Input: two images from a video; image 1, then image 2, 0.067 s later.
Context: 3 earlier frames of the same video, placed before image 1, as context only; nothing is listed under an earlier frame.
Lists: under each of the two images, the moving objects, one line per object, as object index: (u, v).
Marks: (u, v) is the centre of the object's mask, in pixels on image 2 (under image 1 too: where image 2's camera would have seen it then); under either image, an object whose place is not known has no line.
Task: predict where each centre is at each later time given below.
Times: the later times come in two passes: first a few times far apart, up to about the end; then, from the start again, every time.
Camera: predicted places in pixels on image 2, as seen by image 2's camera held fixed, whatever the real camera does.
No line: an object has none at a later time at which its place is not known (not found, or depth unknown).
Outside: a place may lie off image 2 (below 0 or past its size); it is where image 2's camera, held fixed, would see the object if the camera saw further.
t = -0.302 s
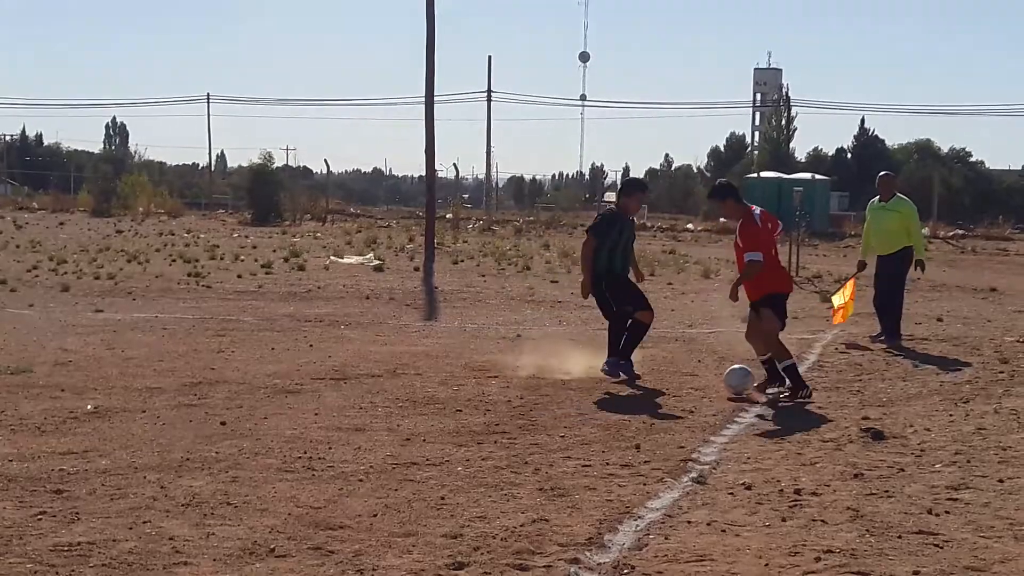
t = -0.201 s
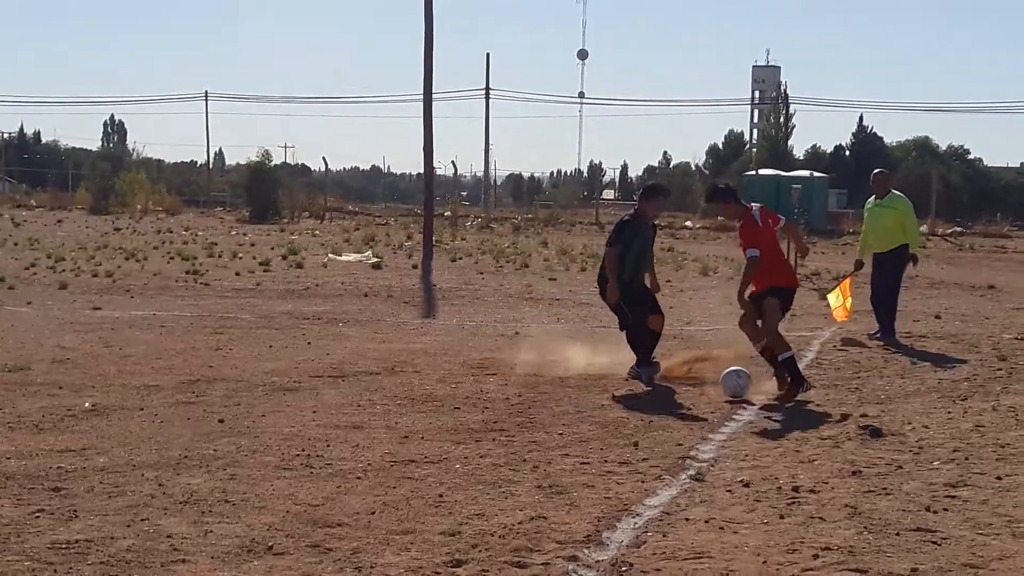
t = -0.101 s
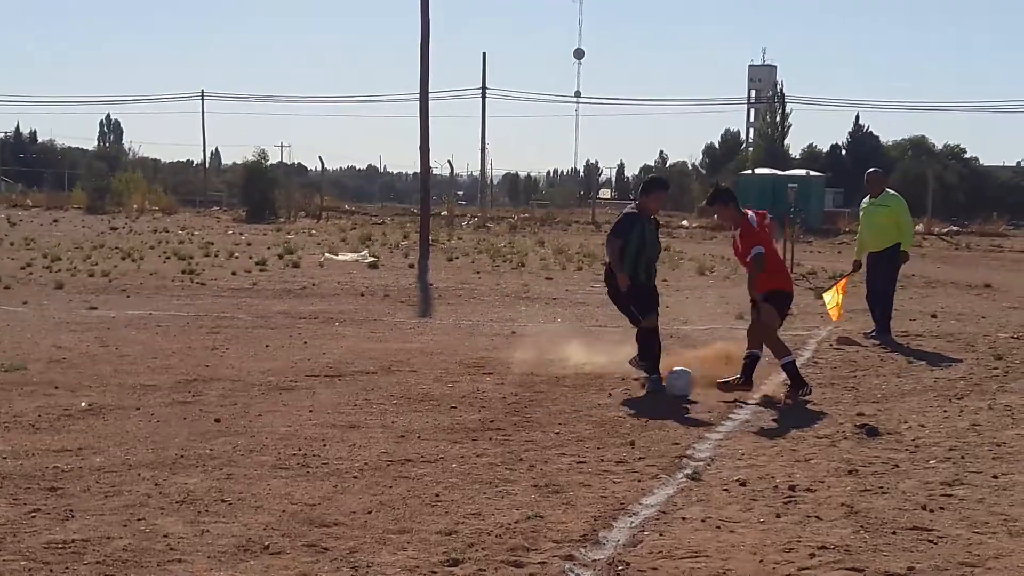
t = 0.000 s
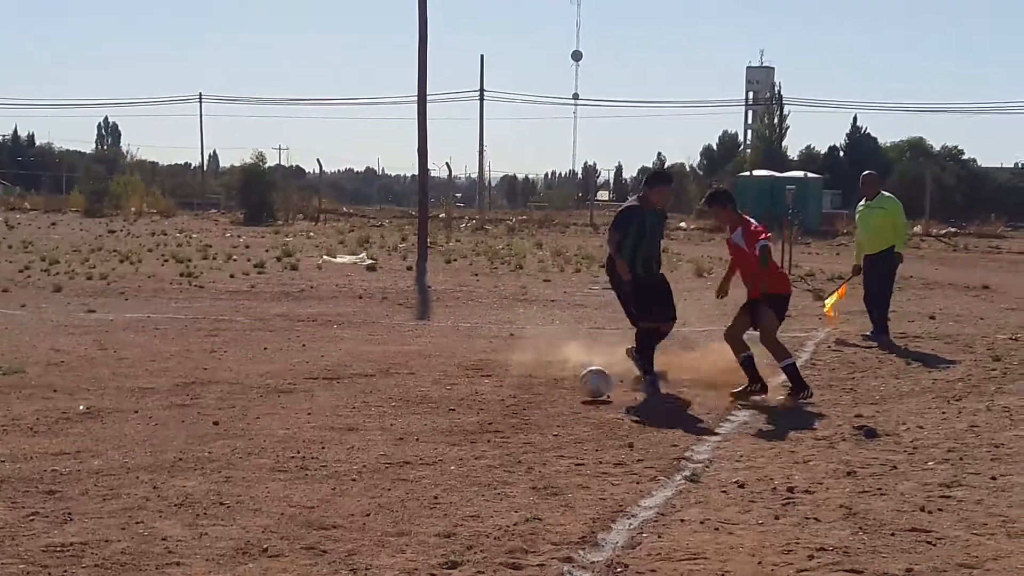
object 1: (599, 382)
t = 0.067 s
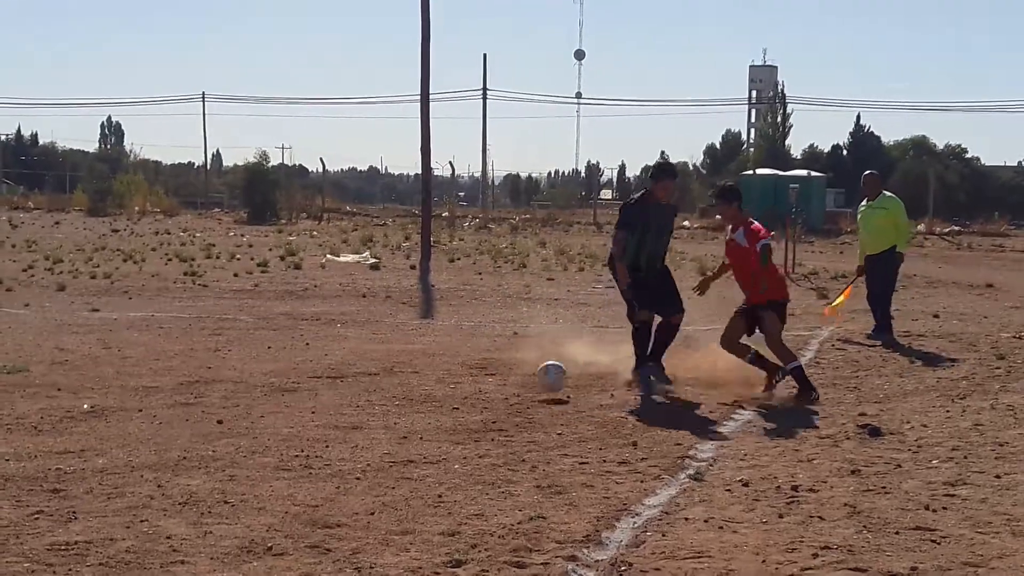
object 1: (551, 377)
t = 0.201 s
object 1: (469, 370)
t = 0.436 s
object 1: (328, 376)
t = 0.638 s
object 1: (209, 380)
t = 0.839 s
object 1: (88, 370)
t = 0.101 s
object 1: (531, 372)
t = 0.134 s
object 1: (510, 371)
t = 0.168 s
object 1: (490, 370)
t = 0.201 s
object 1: (469, 370)
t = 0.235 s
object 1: (450, 374)
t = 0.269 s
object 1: (428, 378)
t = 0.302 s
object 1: (409, 378)
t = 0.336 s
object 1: (389, 377)
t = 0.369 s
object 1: (369, 376)
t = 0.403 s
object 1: (348, 378)
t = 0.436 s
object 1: (328, 376)
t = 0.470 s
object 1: (309, 373)
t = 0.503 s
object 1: (288, 373)
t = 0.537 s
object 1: (269, 370)
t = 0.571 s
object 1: (248, 371)
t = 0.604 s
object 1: (228, 375)
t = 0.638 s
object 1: (209, 380)
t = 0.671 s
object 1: (188, 375)
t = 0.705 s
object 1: (168, 370)
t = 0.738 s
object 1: (149, 369)
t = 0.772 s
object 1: (129, 367)
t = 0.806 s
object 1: (109, 367)
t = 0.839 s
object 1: (88, 370)
